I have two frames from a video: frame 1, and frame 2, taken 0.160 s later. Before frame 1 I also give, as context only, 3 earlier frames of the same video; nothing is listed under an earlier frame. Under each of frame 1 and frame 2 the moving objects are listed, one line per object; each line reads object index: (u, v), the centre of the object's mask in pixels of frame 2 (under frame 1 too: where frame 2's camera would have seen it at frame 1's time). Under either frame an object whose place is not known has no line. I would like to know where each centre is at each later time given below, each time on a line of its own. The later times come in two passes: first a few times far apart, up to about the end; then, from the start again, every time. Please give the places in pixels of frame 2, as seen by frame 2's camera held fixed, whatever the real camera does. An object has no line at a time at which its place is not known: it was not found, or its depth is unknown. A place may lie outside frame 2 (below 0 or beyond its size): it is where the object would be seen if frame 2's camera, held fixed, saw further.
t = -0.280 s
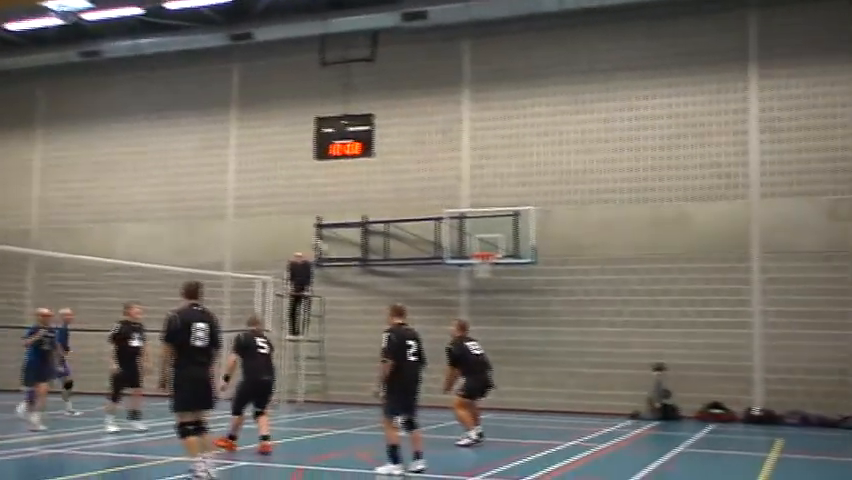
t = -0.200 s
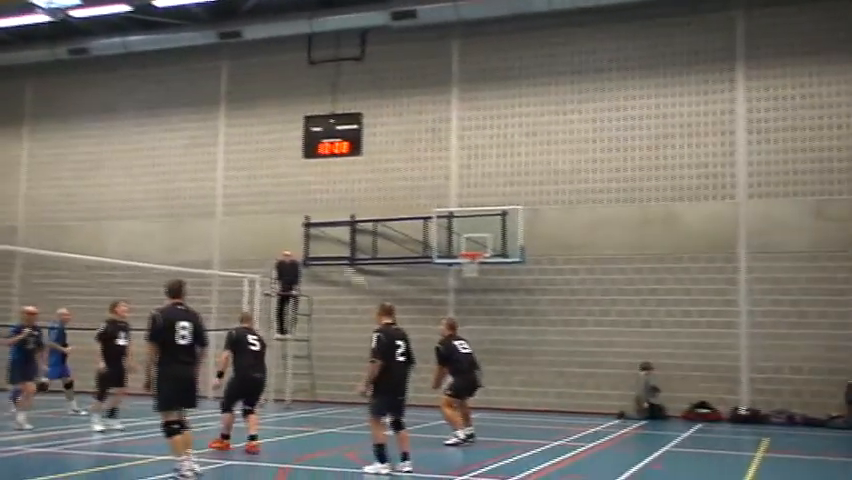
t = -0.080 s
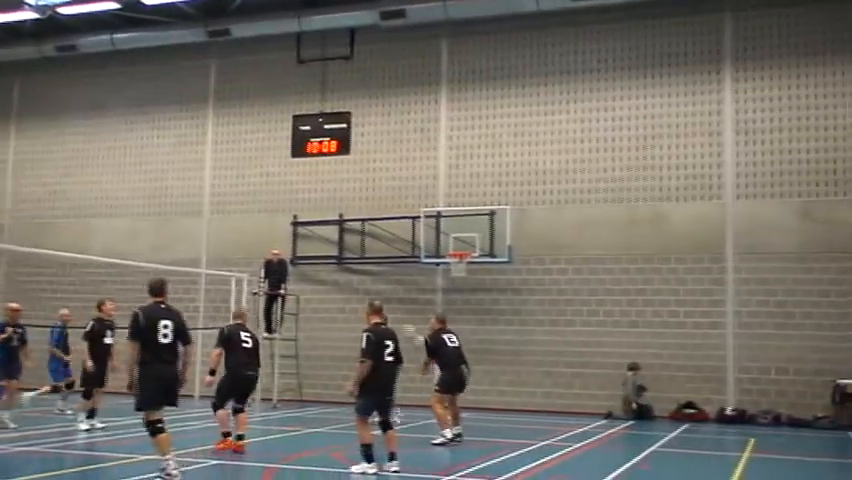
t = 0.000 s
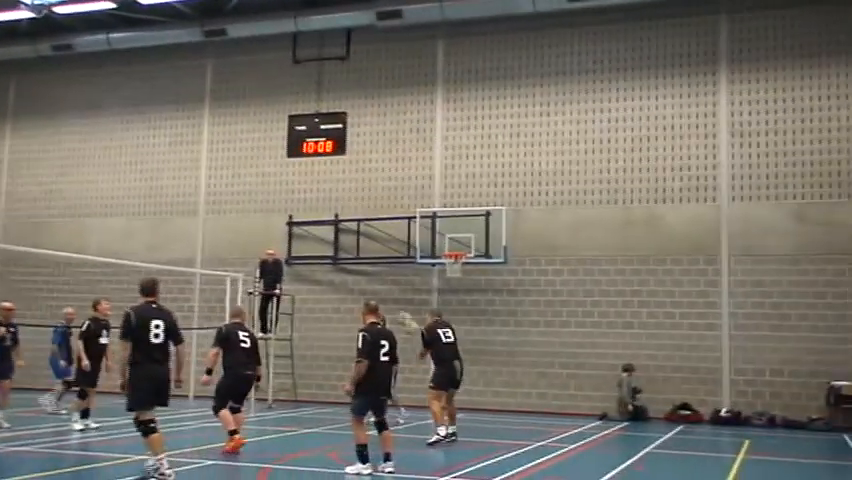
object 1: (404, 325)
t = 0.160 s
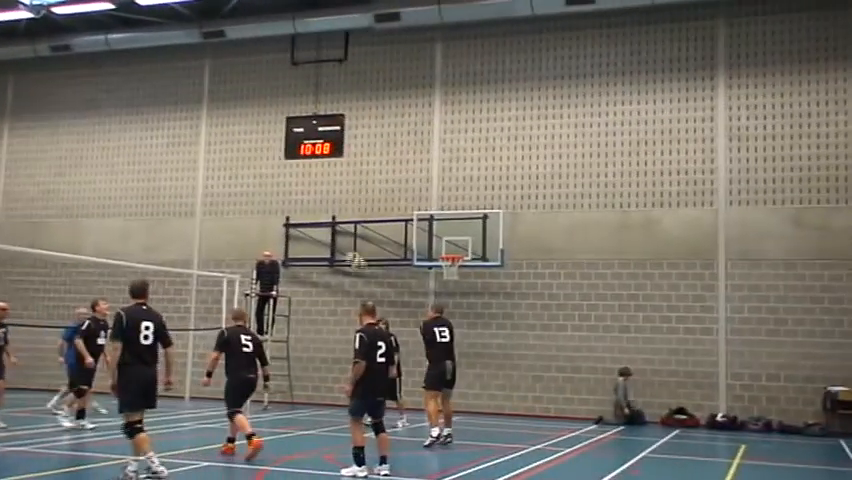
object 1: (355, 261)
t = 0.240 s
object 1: (333, 237)
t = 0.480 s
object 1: (262, 193)
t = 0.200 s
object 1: (343, 247)
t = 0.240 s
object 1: (333, 237)
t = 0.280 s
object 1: (321, 226)
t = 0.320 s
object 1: (309, 216)
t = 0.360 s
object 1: (296, 210)
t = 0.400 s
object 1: (285, 203)
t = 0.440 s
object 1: (274, 198)
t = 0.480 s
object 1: (262, 193)
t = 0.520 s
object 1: (250, 190)
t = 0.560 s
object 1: (239, 187)
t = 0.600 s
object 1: (228, 186)
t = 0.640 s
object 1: (217, 186)
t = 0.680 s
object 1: (206, 188)
